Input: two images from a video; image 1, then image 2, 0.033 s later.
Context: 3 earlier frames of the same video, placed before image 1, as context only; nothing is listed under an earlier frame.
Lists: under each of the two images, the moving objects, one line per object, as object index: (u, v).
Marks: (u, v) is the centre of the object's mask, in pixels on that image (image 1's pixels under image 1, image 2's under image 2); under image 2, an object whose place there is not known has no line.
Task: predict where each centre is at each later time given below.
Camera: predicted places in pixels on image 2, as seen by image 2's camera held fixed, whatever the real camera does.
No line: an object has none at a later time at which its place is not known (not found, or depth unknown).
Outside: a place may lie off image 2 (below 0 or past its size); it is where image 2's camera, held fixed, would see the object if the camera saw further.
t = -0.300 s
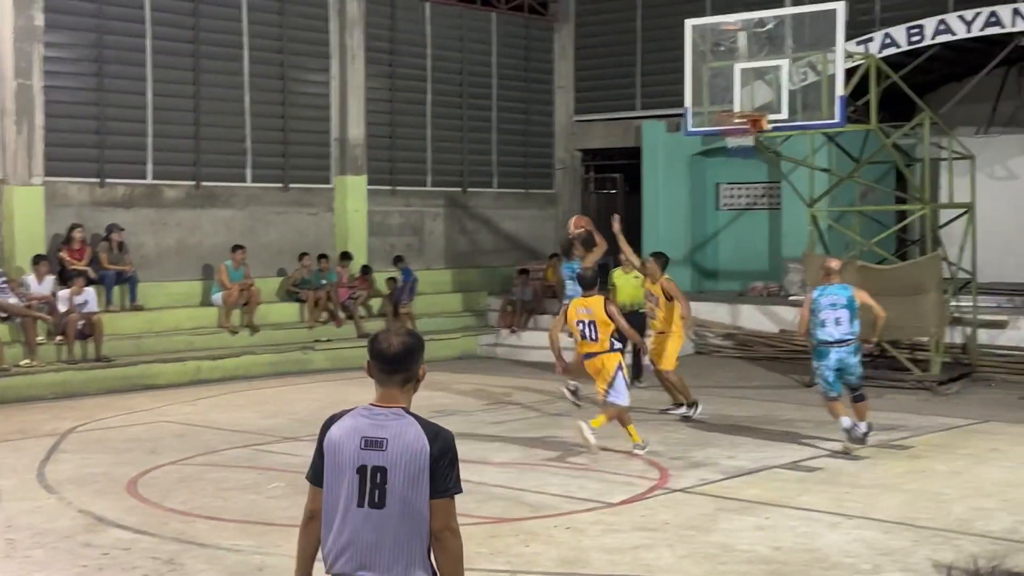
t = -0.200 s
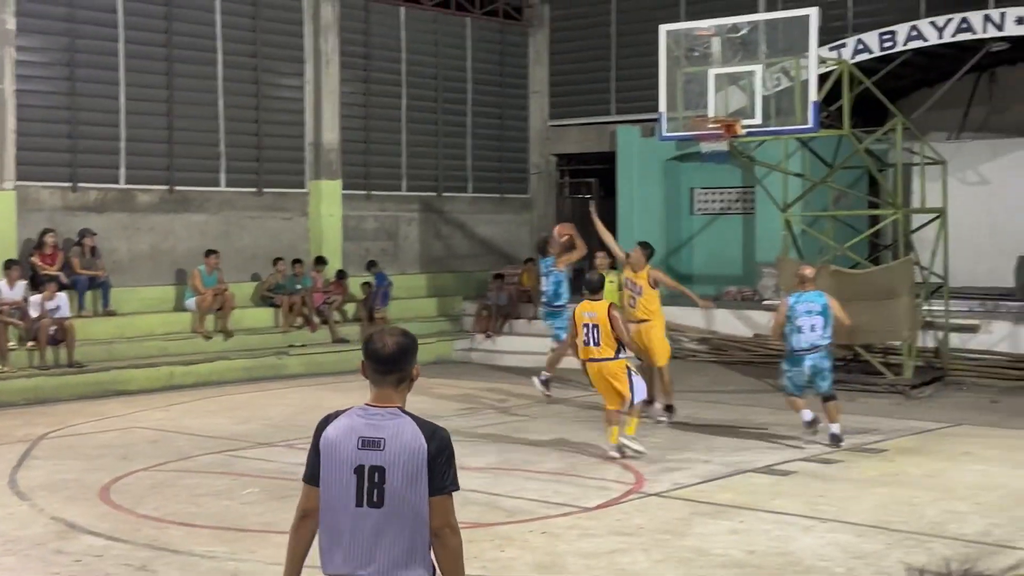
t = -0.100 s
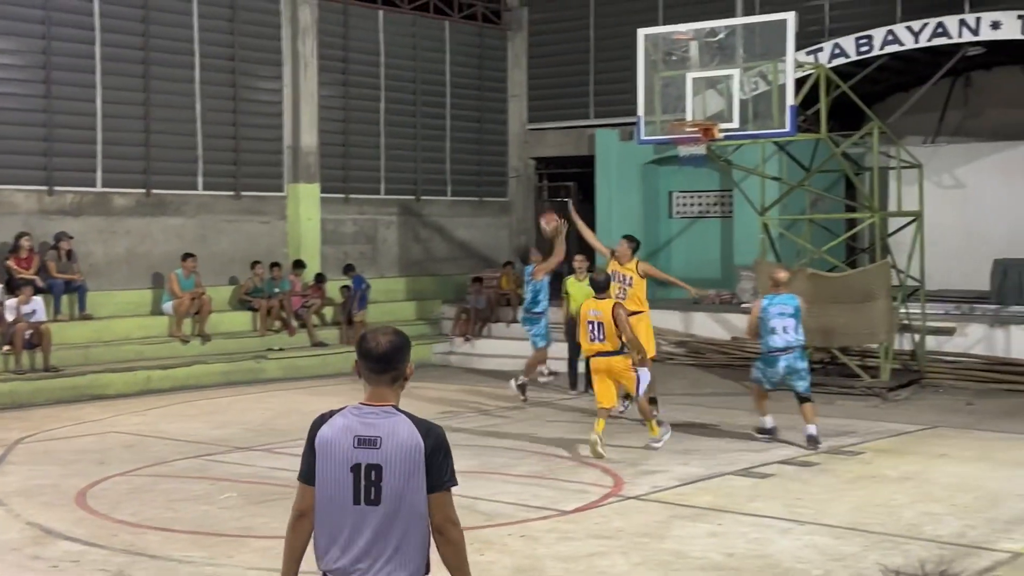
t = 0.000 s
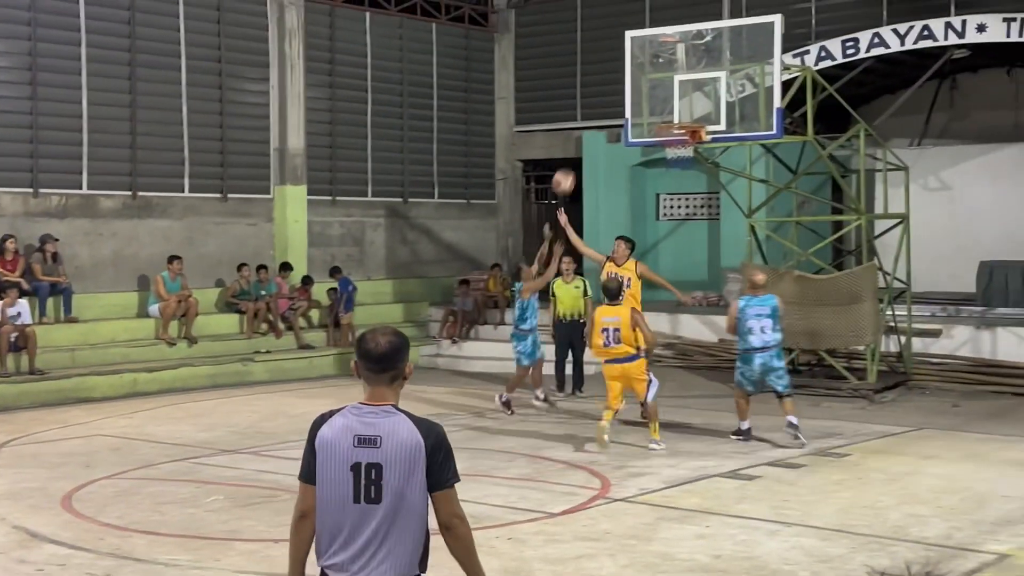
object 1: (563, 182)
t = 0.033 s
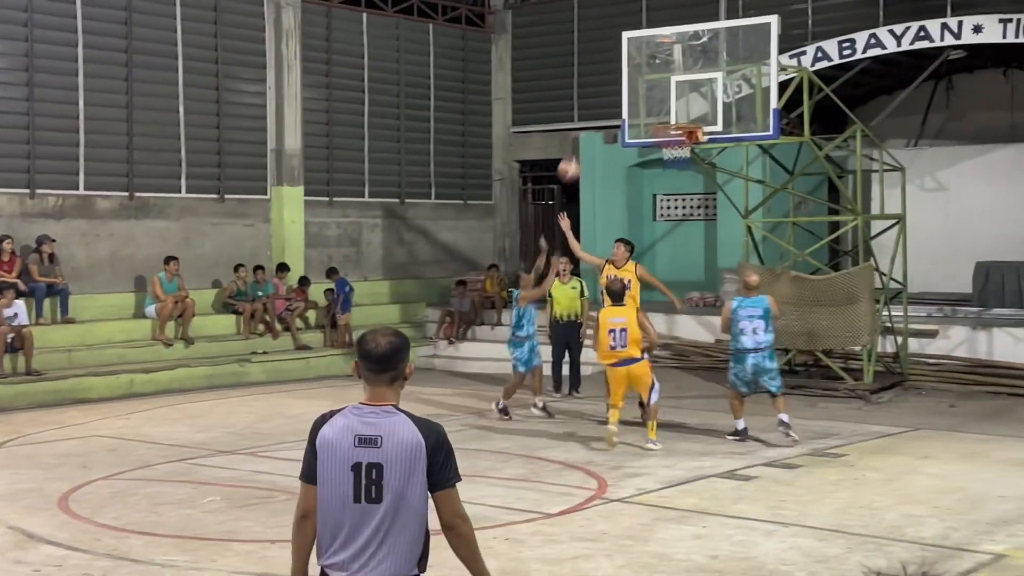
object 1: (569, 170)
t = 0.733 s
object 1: (645, 141)
